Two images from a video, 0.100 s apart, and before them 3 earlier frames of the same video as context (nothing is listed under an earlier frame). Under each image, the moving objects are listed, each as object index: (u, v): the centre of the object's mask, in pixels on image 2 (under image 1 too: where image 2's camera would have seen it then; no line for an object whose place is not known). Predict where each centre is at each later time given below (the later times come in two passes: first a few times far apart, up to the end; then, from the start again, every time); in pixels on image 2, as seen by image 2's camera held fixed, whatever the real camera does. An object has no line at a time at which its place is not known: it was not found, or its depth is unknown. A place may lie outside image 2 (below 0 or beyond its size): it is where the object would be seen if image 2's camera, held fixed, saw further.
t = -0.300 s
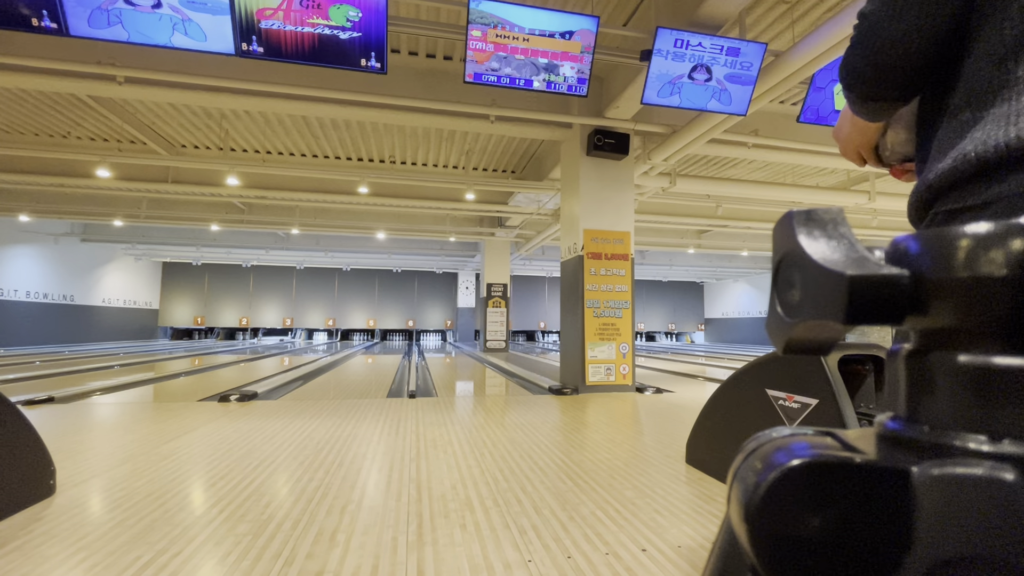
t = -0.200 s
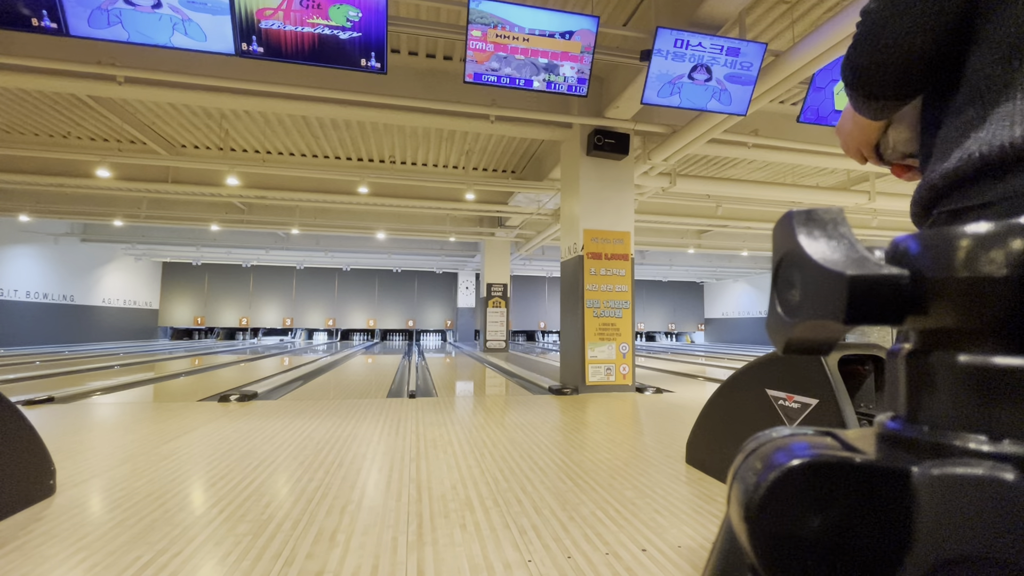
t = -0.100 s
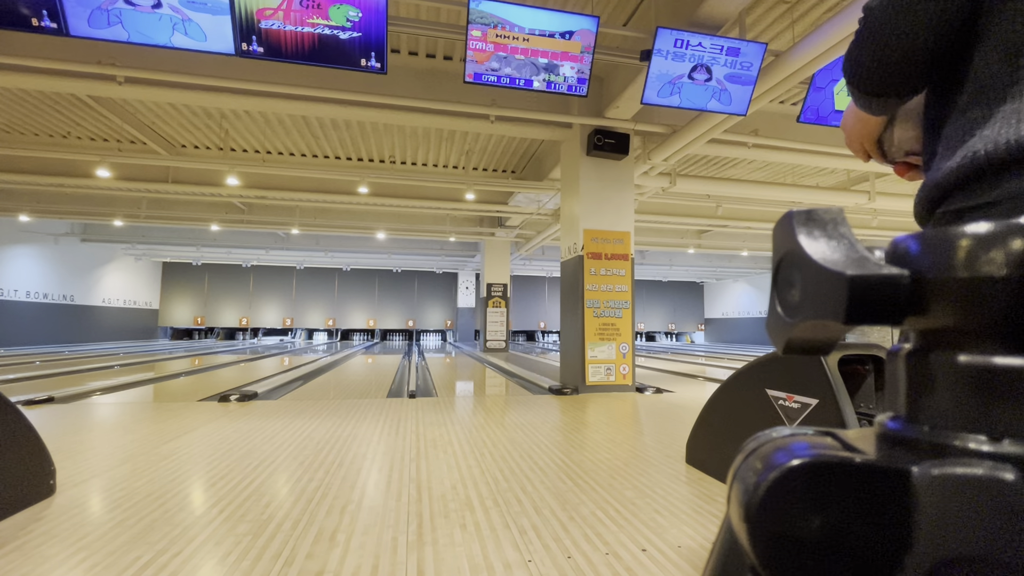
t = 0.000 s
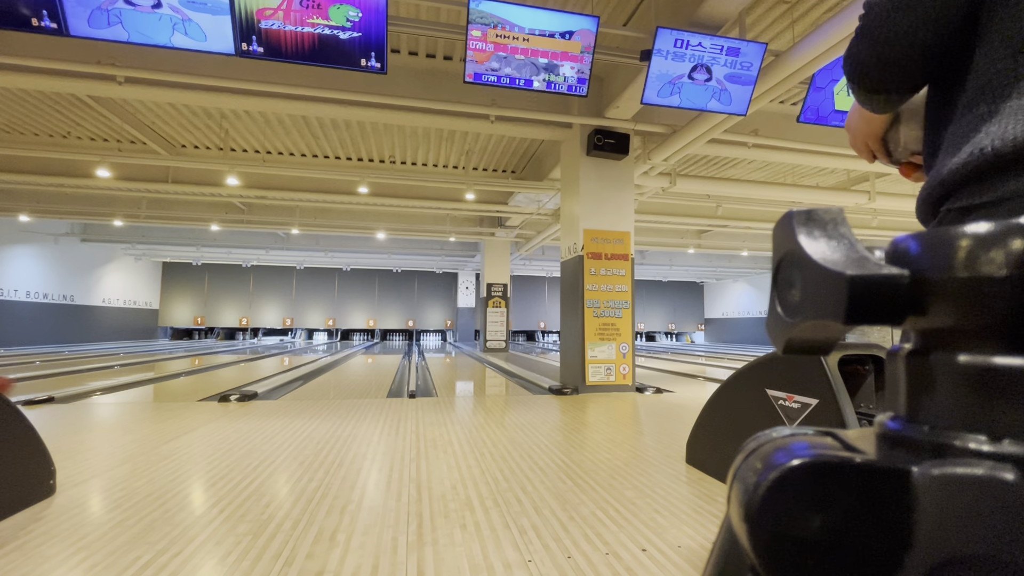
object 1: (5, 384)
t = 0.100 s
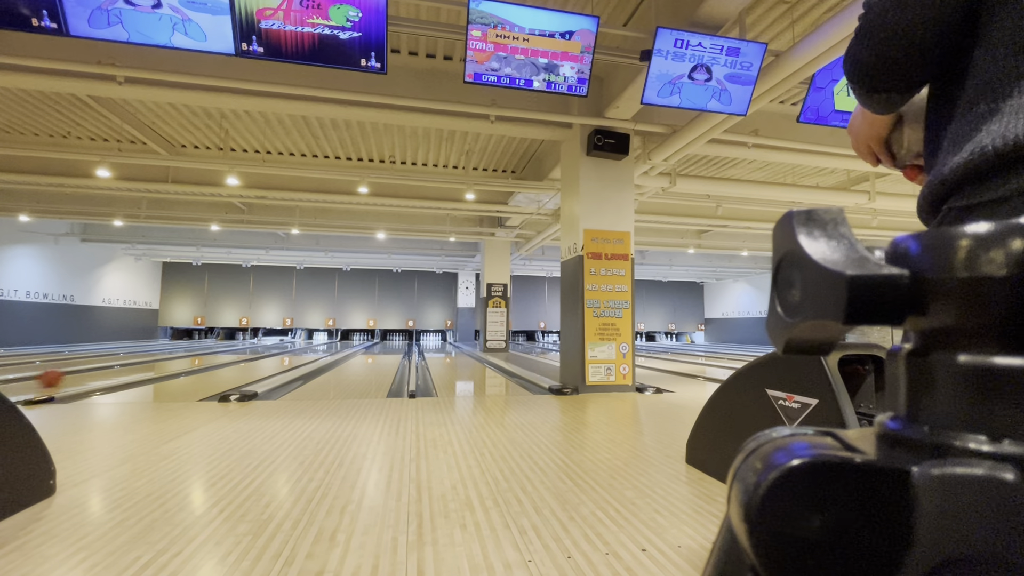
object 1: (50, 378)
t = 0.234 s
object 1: (103, 370)
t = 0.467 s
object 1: (165, 361)
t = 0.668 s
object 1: (201, 356)
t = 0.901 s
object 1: (231, 351)
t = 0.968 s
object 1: (238, 351)
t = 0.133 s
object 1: (65, 376)
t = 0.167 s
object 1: (79, 374)
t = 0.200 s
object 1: (91, 372)
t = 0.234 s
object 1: (103, 370)
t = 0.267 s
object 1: (114, 368)
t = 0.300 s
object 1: (124, 367)
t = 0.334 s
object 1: (133, 365)
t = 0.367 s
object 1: (142, 364)
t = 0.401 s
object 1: (150, 363)
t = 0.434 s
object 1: (158, 362)
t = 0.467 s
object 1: (165, 361)
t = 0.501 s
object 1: (172, 360)
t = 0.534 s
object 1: (179, 359)
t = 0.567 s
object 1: (185, 358)
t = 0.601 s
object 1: (190, 357)
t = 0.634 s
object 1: (196, 356)
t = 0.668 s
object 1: (201, 356)
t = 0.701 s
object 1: (206, 355)
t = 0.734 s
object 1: (211, 354)
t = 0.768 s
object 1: (215, 354)
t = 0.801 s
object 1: (220, 353)
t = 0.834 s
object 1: (224, 352)
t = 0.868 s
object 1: (228, 352)
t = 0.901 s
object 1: (231, 351)
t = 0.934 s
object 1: (235, 351)
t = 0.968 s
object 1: (238, 351)
